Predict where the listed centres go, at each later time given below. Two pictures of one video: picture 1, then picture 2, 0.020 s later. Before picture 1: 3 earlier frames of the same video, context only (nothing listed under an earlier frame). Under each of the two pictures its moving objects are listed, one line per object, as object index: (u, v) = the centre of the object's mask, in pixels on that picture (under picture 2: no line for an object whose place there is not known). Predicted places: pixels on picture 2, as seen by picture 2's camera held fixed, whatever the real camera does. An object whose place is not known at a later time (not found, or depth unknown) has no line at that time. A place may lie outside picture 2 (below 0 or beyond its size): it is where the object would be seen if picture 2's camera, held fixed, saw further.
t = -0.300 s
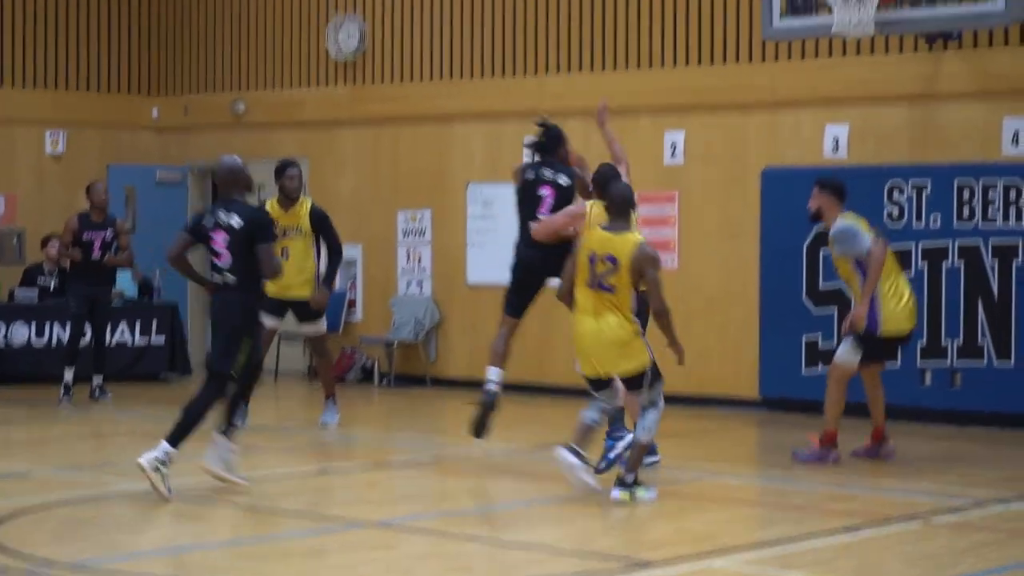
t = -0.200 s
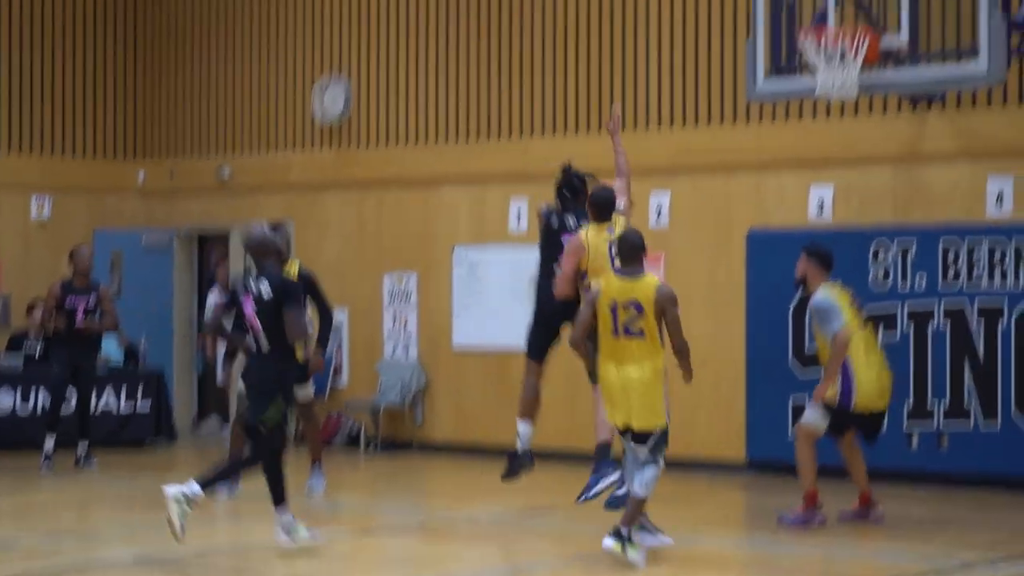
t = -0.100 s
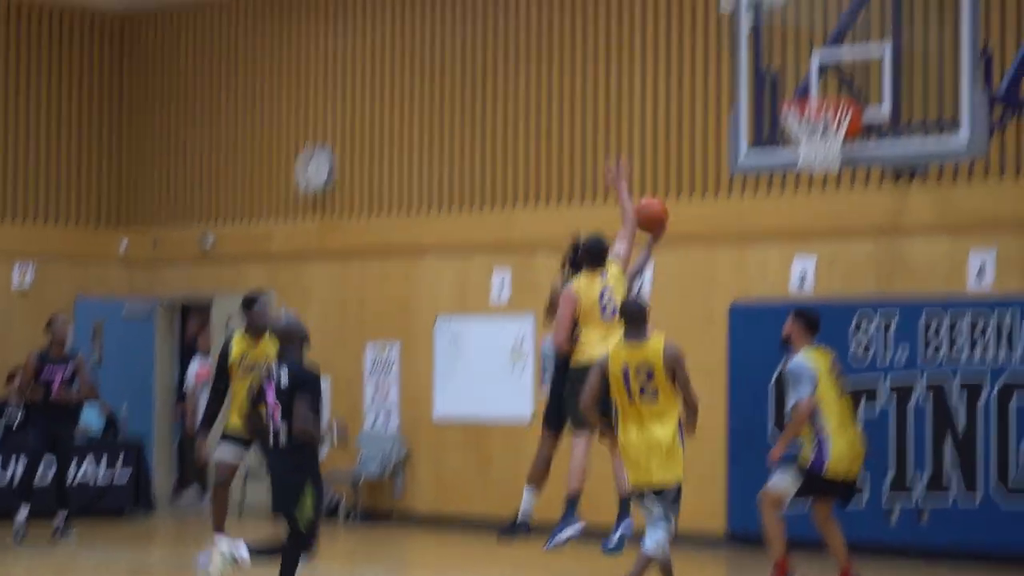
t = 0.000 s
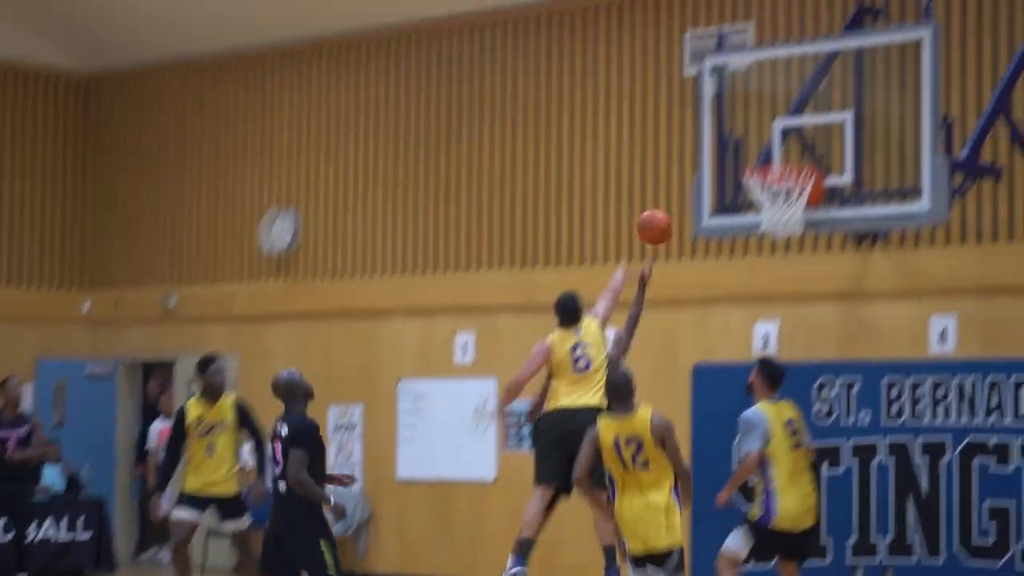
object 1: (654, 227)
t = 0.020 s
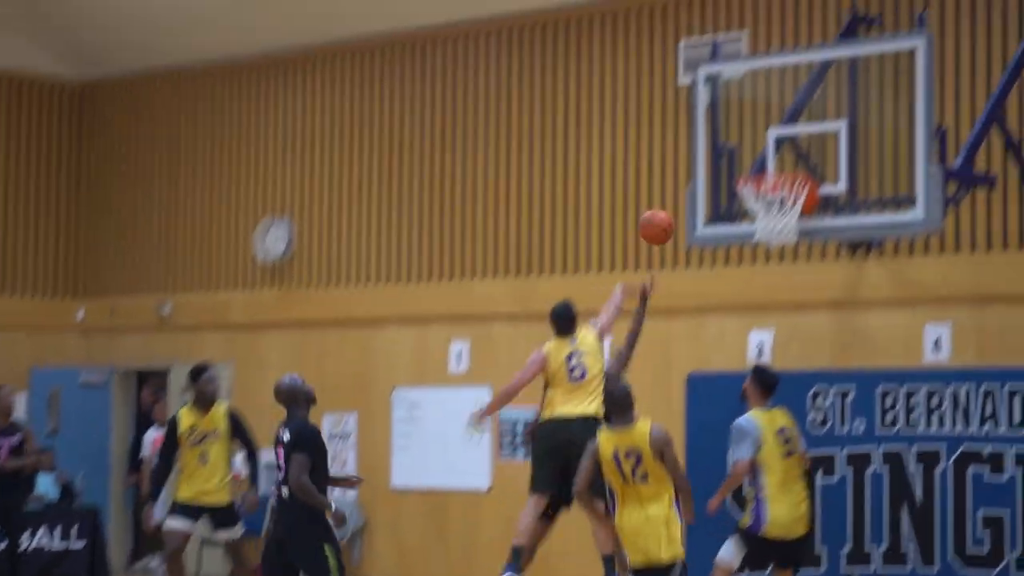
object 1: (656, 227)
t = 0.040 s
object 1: (664, 218)
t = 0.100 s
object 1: (687, 196)
